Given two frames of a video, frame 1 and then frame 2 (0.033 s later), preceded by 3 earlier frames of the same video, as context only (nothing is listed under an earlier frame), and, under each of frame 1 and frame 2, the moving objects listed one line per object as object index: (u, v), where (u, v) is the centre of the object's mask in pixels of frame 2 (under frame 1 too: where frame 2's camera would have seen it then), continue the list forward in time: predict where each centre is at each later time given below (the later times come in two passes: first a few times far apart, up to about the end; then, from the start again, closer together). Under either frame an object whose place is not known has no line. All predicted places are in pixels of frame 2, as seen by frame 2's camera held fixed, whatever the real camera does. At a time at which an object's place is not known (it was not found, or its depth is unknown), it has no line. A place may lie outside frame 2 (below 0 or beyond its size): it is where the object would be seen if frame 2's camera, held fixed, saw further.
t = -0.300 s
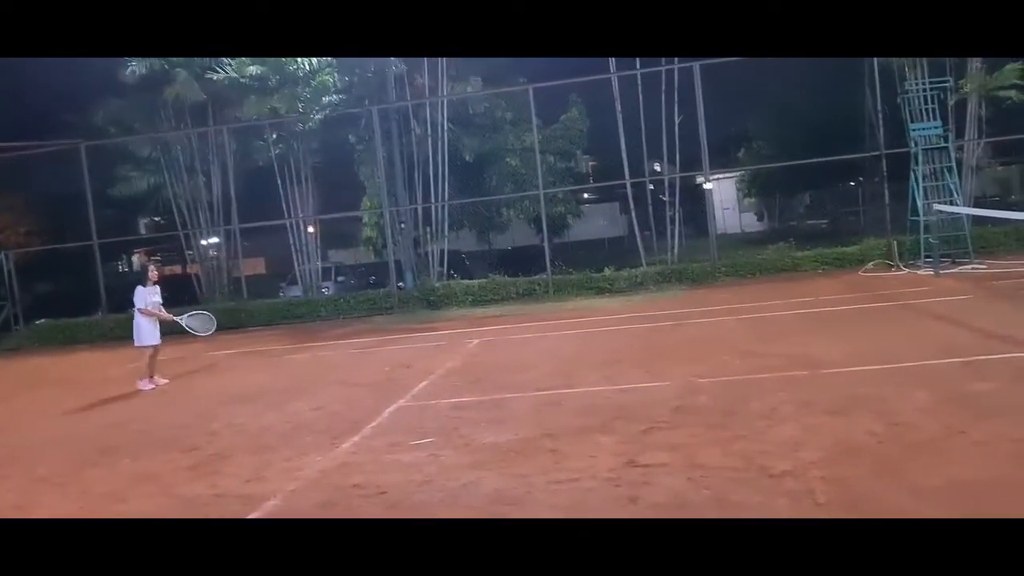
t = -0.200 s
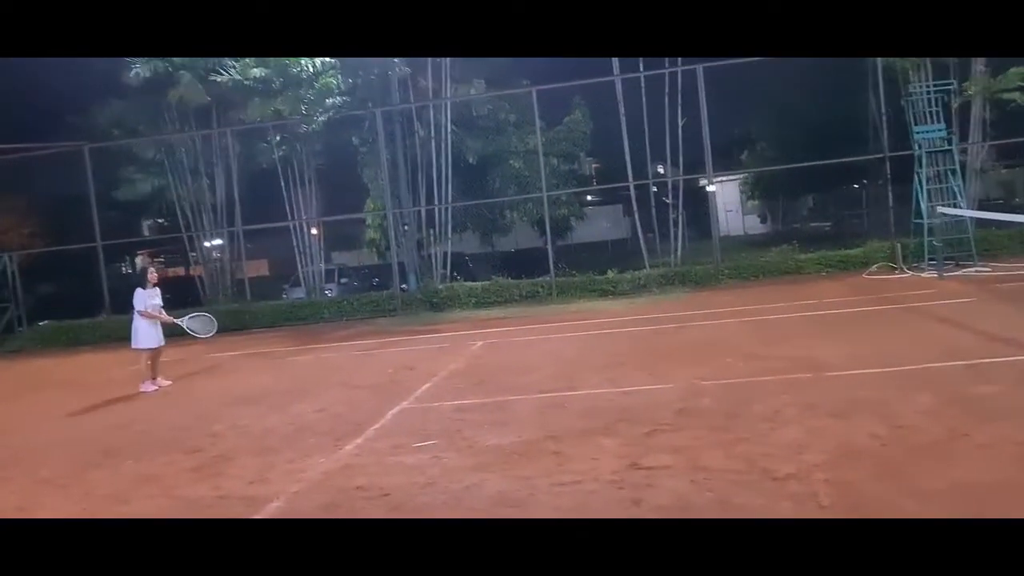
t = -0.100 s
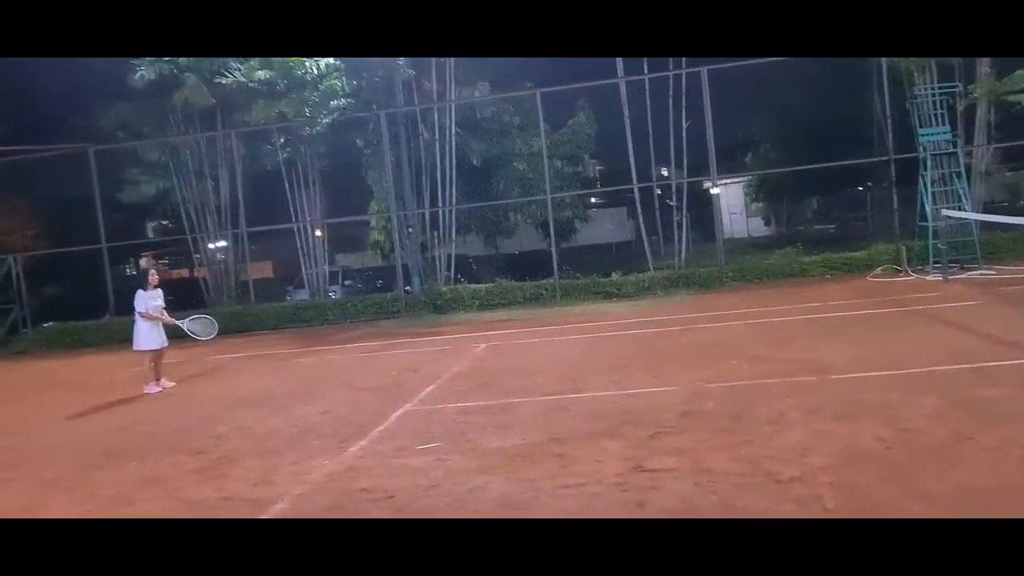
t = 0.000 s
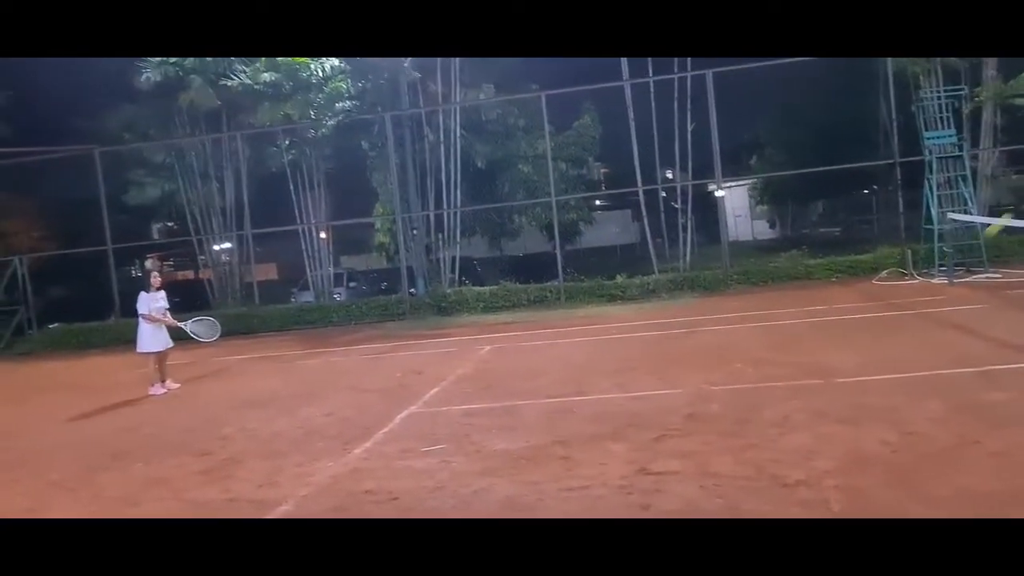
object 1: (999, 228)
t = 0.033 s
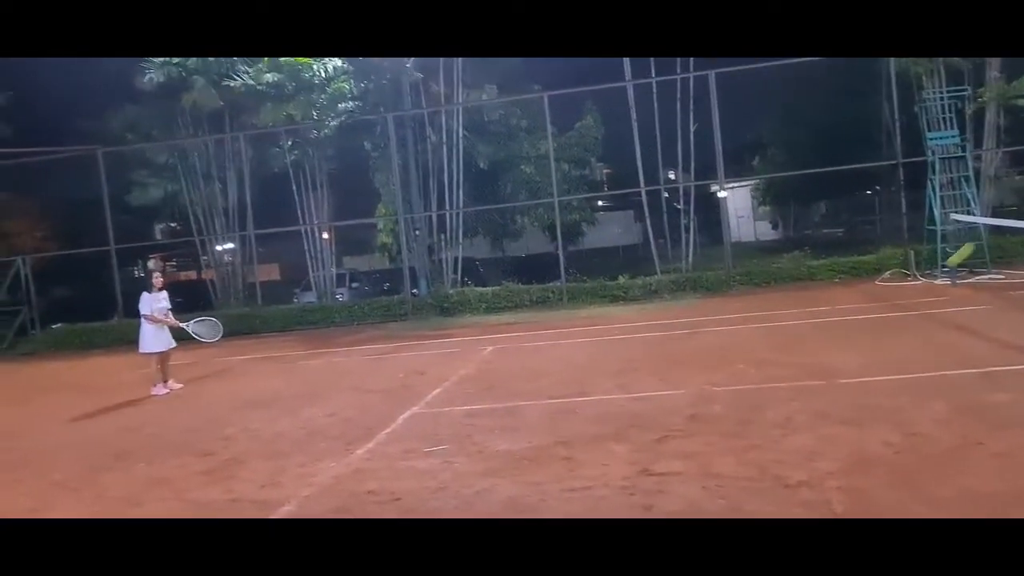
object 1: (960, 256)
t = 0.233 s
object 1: (710, 444)
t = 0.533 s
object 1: (426, 295)
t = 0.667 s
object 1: (291, 273)
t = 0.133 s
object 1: (835, 356)
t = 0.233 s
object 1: (710, 444)
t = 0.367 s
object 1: (588, 362)
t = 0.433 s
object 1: (525, 330)
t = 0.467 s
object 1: (492, 316)
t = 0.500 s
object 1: (459, 305)
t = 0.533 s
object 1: (426, 295)
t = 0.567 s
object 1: (393, 287)
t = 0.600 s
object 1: (359, 280)
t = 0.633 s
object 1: (325, 275)
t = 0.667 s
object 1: (291, 273)
